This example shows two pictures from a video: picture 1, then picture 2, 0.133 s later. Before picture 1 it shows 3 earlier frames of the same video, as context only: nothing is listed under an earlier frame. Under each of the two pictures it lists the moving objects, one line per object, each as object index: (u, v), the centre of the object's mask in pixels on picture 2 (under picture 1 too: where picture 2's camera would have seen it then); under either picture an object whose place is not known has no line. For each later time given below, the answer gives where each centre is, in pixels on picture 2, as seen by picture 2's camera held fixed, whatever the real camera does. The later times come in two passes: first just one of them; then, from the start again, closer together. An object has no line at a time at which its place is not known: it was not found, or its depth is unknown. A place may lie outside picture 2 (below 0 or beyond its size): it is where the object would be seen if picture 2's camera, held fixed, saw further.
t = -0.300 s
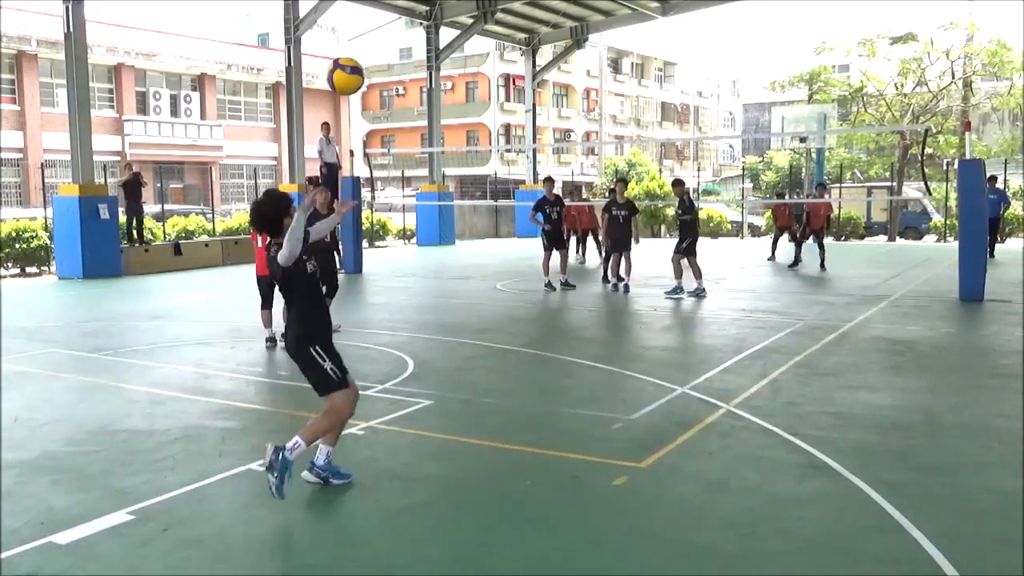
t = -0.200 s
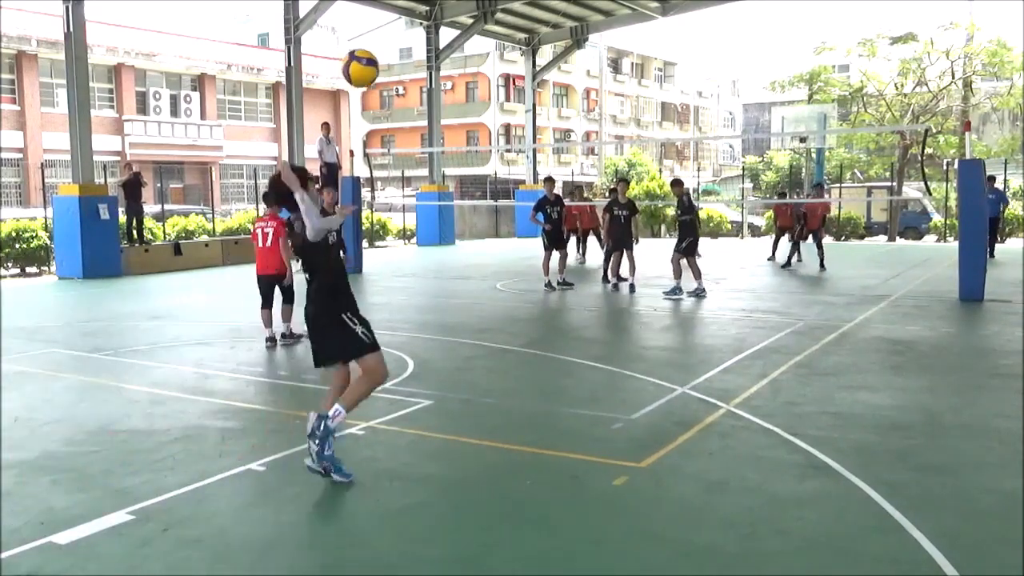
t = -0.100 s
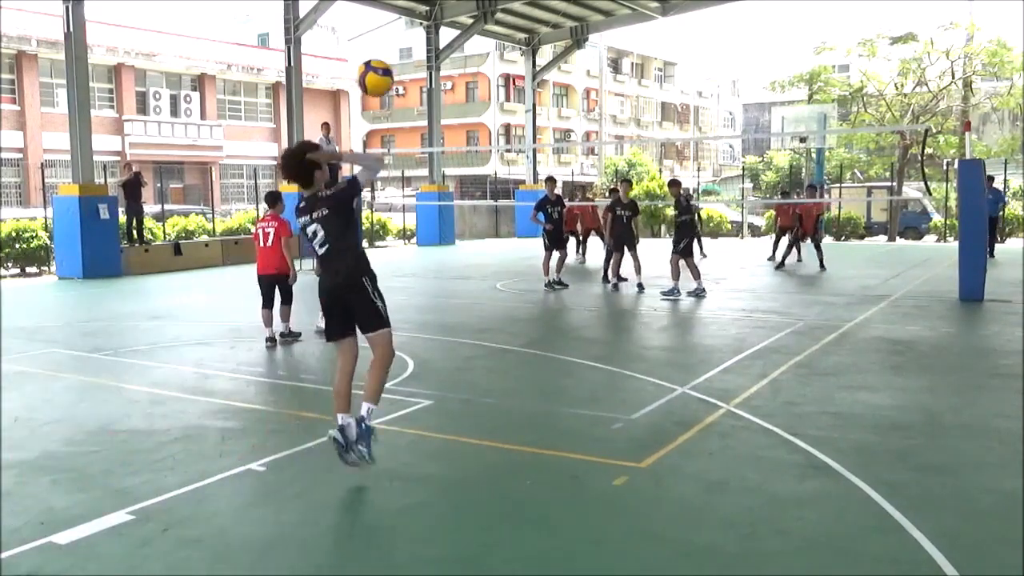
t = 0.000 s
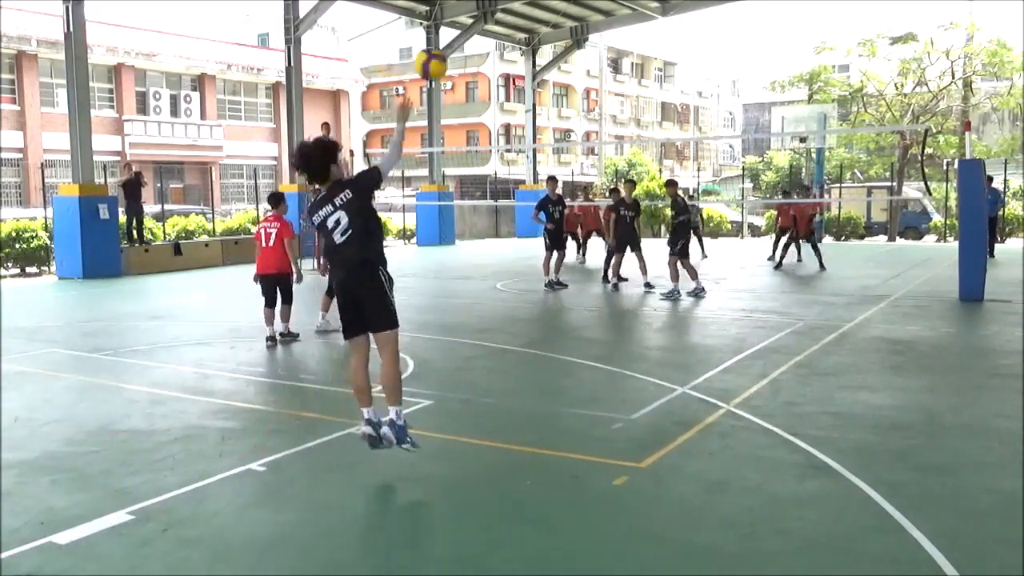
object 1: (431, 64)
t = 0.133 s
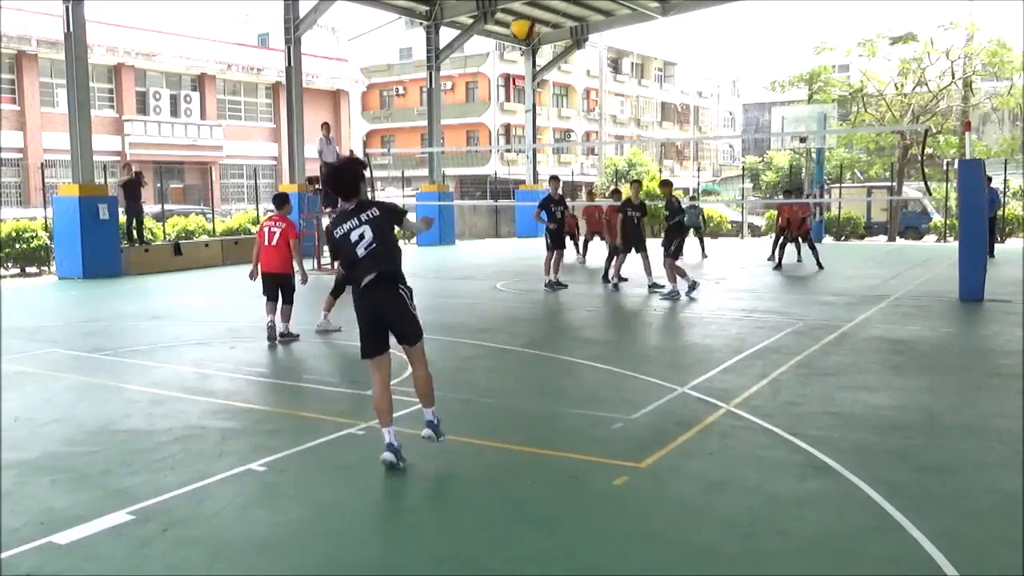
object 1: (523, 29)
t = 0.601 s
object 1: (673, 80)
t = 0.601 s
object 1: (673, 80)
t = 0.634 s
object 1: (680, 88)
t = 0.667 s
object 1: (686, 97)
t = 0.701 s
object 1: (693, 105)
